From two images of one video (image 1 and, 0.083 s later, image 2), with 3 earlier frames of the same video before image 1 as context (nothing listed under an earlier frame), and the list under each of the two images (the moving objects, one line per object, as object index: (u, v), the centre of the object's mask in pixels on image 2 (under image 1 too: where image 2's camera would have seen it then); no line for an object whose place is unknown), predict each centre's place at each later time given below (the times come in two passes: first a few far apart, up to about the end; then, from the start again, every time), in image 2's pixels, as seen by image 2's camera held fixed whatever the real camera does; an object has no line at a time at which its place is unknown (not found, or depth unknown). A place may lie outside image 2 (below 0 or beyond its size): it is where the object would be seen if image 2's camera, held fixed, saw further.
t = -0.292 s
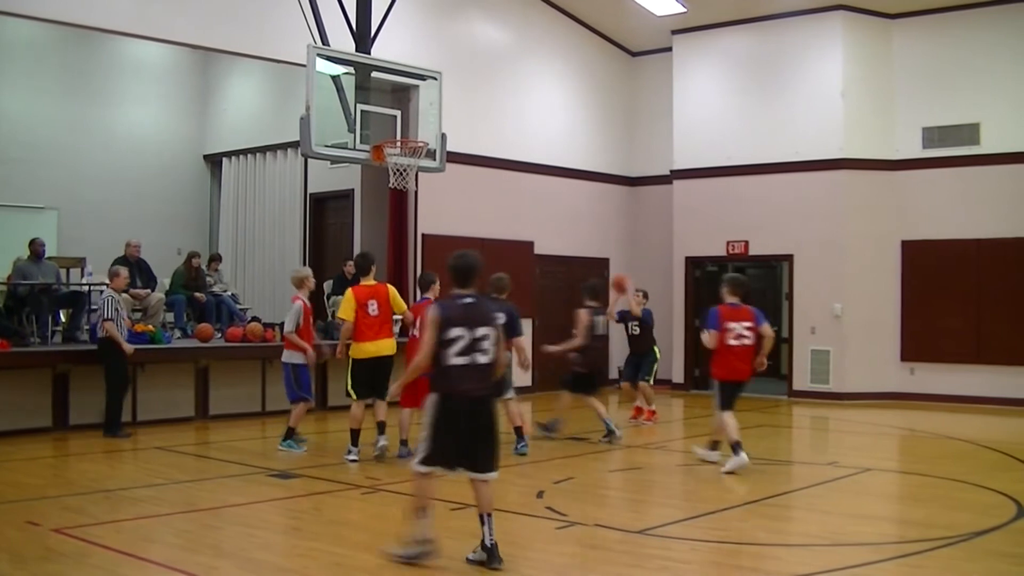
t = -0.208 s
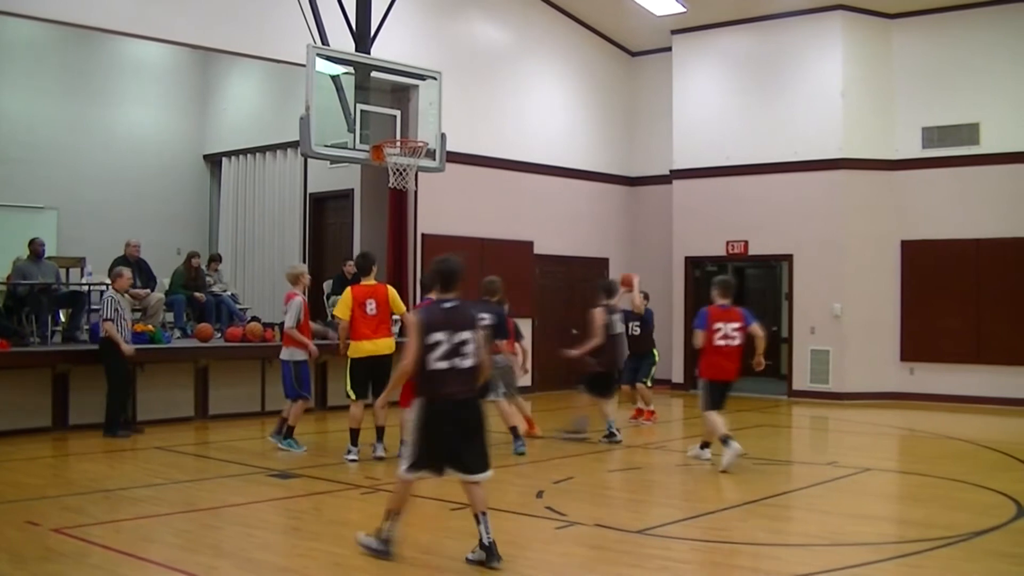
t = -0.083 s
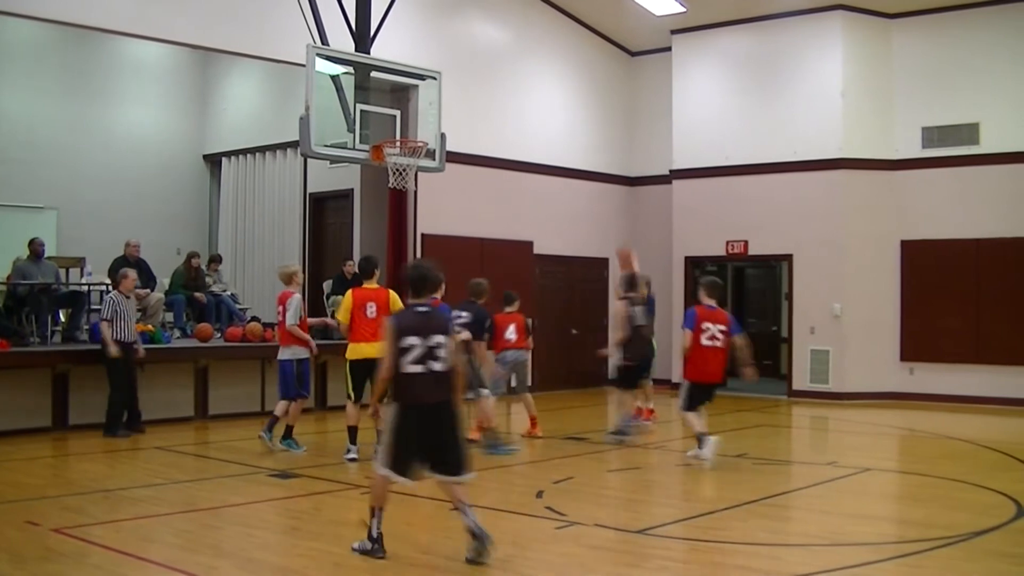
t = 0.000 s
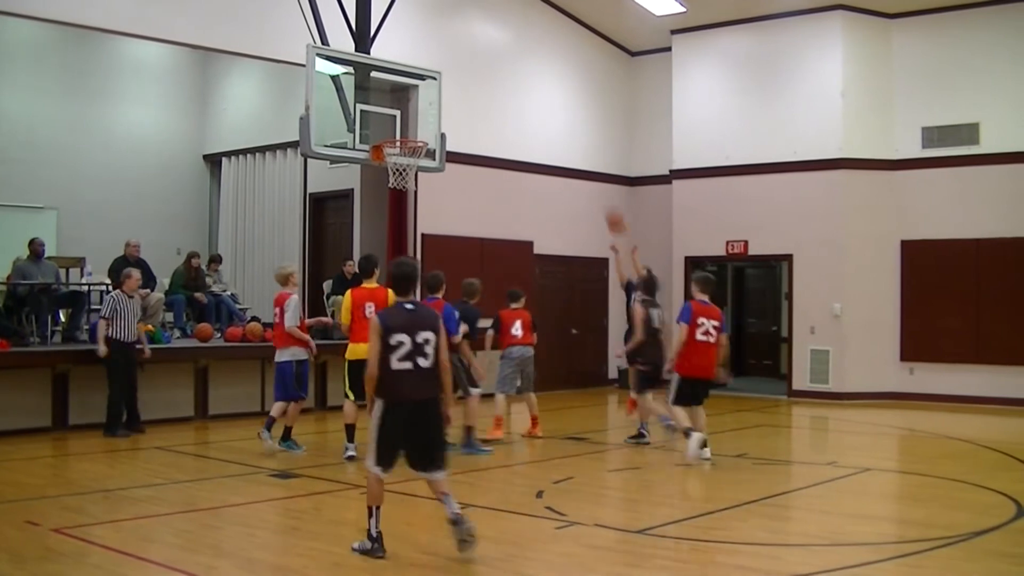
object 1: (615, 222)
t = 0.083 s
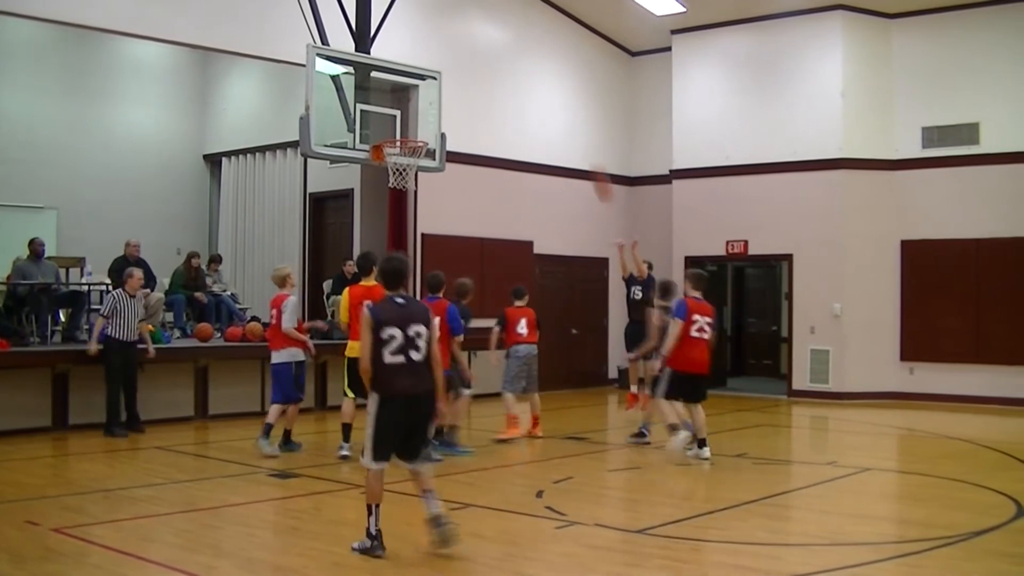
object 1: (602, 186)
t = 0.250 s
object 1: (572, 122)
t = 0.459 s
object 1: (533, 74)
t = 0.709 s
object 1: (483, 63)
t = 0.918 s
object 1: (438, 97)
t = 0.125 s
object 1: (594, 164)
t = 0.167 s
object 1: (587, 149)
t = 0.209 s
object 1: (580, 136)
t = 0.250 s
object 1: (572, 122)
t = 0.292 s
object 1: (564, 109)
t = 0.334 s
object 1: (557, 98)
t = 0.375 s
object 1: (549, 89)
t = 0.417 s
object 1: (541, 80)
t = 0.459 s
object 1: (533, 74)
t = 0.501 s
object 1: (525, 68)
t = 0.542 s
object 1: (516, 65)
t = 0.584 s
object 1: (508, 62)
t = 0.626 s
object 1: (500, 61)
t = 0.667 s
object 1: (491, 61)
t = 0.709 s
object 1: (483, 63)
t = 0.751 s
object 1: (473, 67)
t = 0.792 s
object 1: (465, 72)
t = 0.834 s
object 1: (456, 79)
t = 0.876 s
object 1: (448, 86)
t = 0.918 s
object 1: (438, 97)
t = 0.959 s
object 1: (428, 110)
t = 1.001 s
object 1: (418, 123)
